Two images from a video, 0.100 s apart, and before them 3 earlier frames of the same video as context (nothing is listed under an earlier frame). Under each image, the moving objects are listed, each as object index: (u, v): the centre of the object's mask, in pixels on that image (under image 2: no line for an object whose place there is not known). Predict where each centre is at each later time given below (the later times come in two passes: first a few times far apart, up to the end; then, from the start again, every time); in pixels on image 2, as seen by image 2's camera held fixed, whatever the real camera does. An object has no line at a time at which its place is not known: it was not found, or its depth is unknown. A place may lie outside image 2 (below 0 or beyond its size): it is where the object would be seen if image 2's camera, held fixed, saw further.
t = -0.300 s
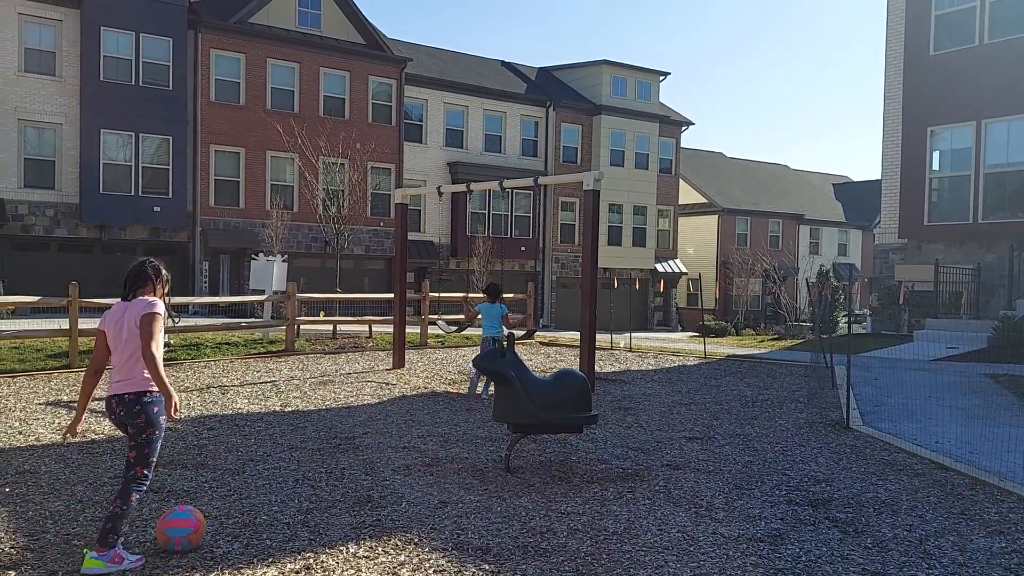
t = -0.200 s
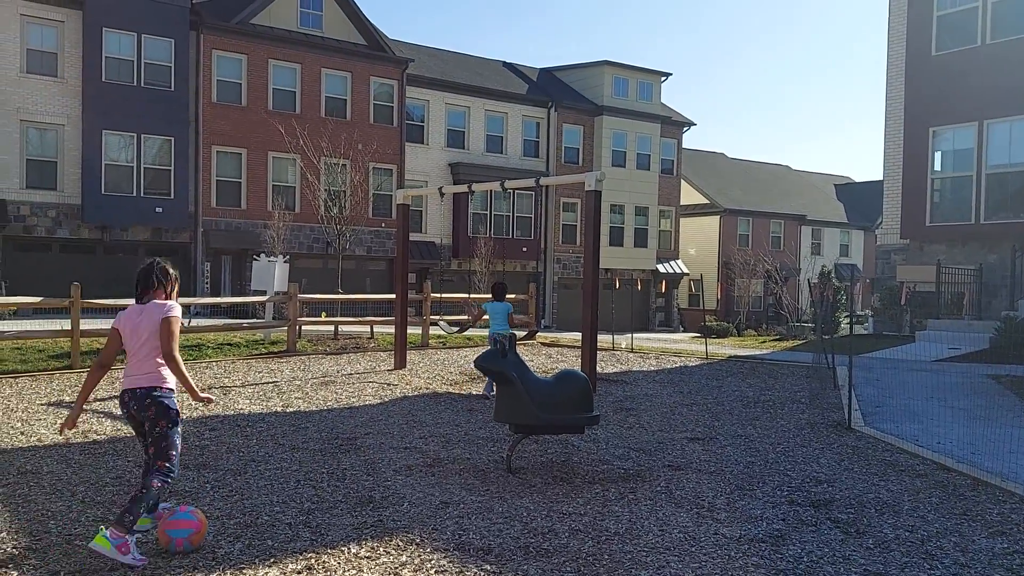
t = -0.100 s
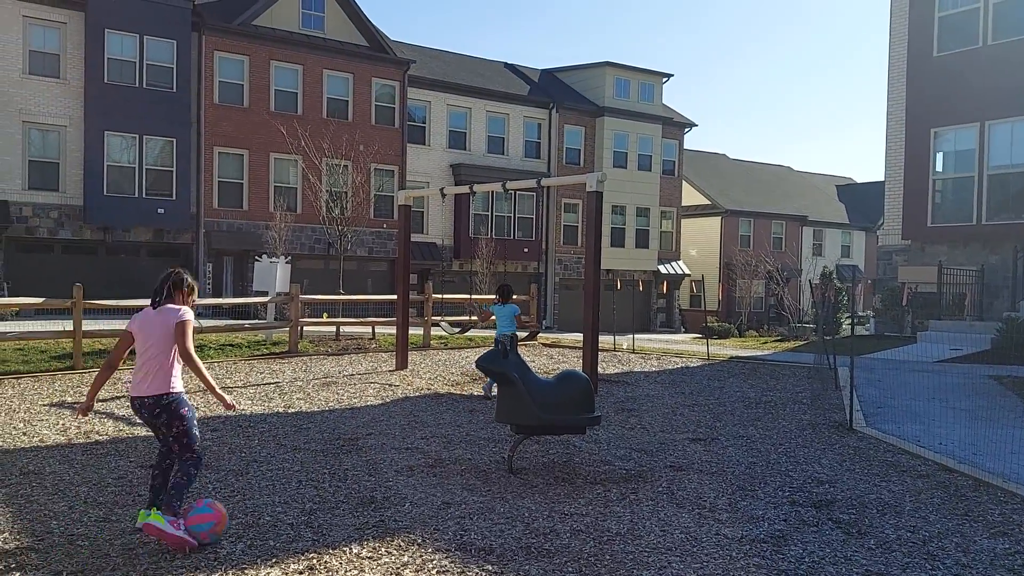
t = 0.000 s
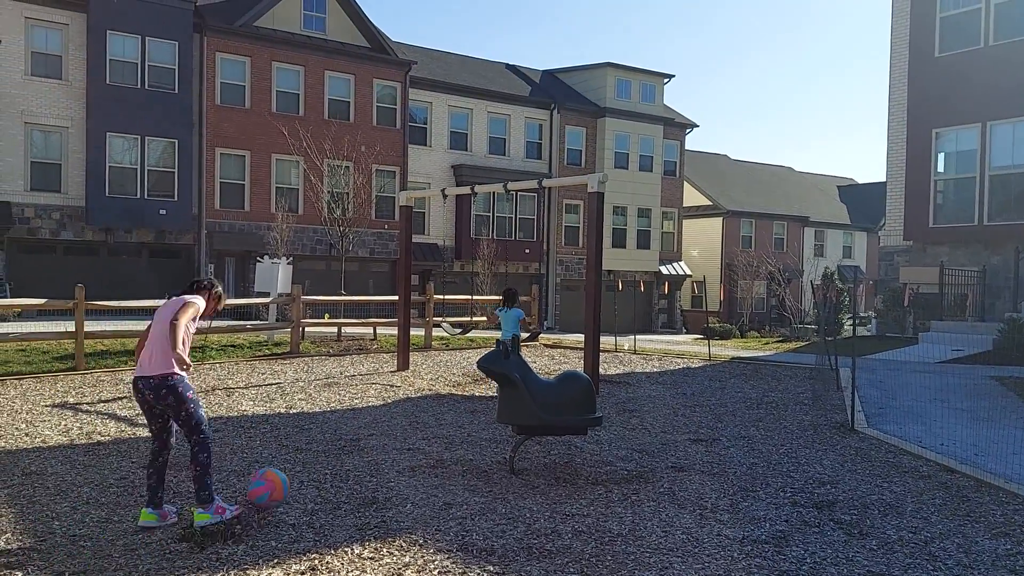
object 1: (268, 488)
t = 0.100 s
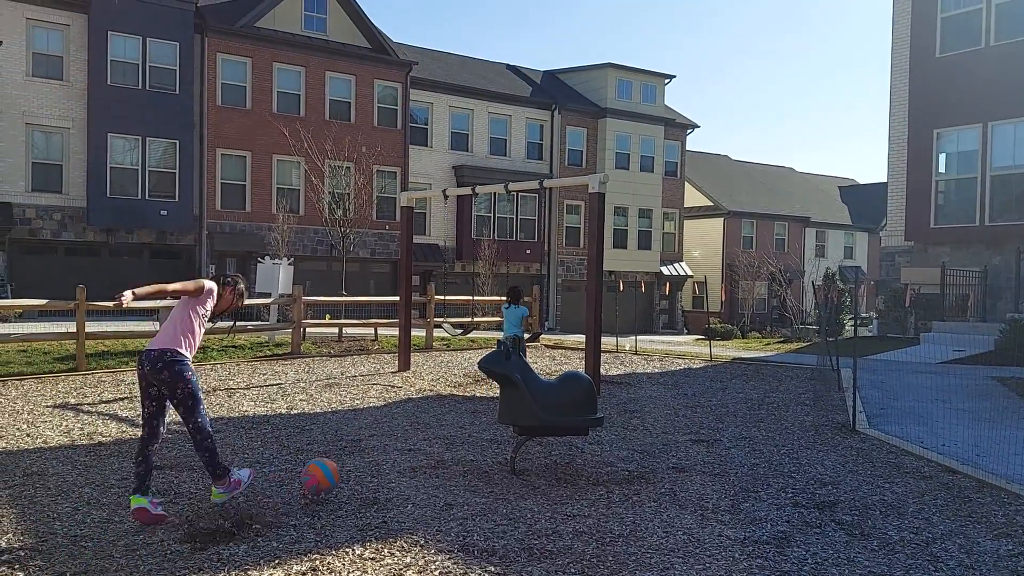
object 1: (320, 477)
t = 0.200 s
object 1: (357, 467)
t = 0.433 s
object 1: (405, 448)
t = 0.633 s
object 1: (432, 436)
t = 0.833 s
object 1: (453, 428)
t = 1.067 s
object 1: (476, 424)
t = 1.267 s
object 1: (489, 416)
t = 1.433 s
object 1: (493, 412)
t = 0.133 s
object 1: (334, 477)
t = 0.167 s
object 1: (347, 474)
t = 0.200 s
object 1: (357, 467)
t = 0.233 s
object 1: (366, 462)
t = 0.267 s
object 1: (375, 459)
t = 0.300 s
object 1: (383, 459)
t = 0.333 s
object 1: (390, 458)
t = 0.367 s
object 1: (396, 452)
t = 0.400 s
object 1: (401, 450)
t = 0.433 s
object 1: (405, 448)
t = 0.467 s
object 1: (410, 447)
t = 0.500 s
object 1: (415, 446)
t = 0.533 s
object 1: (419, 441)
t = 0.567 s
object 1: (424, 437)
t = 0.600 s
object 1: (427, 436)
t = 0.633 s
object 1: (432, 436)
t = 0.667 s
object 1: (436, 437)
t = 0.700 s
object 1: (439, 436)
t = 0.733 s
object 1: (443, 434)
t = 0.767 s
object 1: (447, 433)
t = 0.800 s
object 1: (451, 430)
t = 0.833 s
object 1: (453, 428)
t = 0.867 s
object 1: (457, 428)
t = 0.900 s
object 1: (461, 429)
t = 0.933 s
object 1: (465, 426)
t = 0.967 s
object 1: (468, 425)
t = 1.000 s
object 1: (471, 424)
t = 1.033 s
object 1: (474, 424)
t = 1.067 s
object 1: (476, 424)
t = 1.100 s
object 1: (480, 422)
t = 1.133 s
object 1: (483, 422)
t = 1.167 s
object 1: (485, 422)
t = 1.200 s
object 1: (486, 418)
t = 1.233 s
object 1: (487, 417)
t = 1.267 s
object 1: (489, 416)
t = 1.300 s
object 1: (490, 417)
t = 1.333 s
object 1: (492, 419)
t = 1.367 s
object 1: (493, 418)
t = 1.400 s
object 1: (493, 415)
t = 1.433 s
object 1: (493, 412)
